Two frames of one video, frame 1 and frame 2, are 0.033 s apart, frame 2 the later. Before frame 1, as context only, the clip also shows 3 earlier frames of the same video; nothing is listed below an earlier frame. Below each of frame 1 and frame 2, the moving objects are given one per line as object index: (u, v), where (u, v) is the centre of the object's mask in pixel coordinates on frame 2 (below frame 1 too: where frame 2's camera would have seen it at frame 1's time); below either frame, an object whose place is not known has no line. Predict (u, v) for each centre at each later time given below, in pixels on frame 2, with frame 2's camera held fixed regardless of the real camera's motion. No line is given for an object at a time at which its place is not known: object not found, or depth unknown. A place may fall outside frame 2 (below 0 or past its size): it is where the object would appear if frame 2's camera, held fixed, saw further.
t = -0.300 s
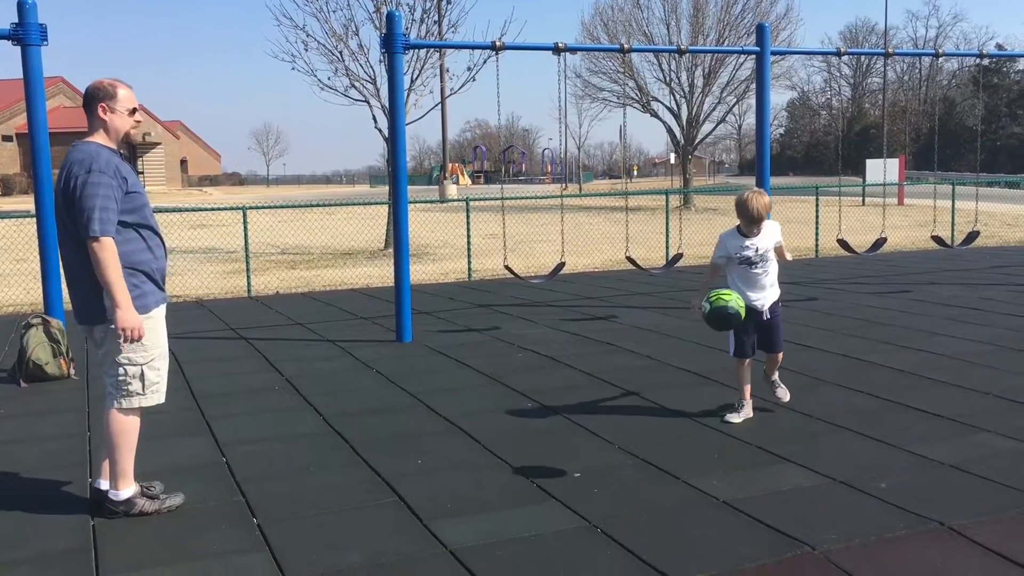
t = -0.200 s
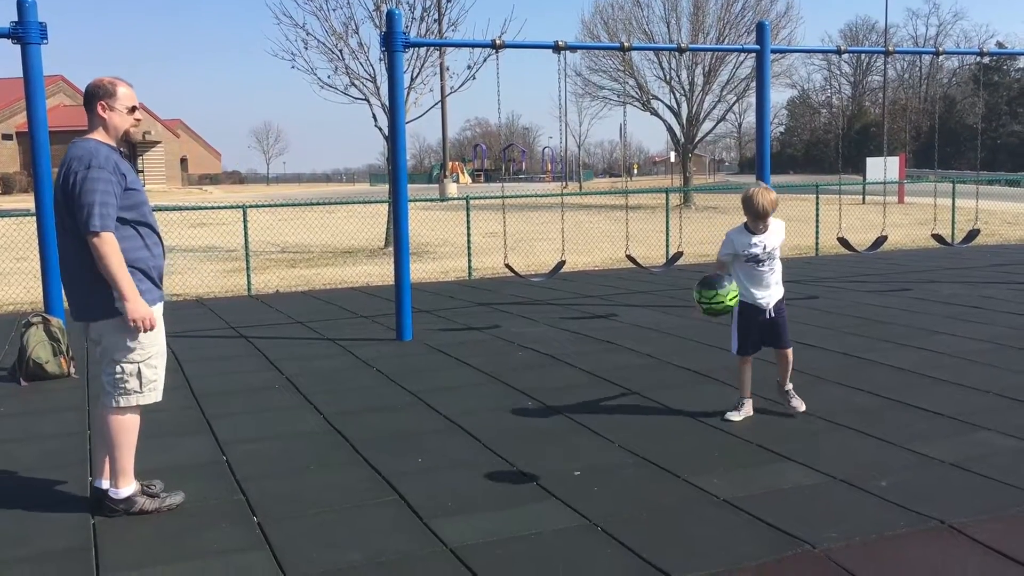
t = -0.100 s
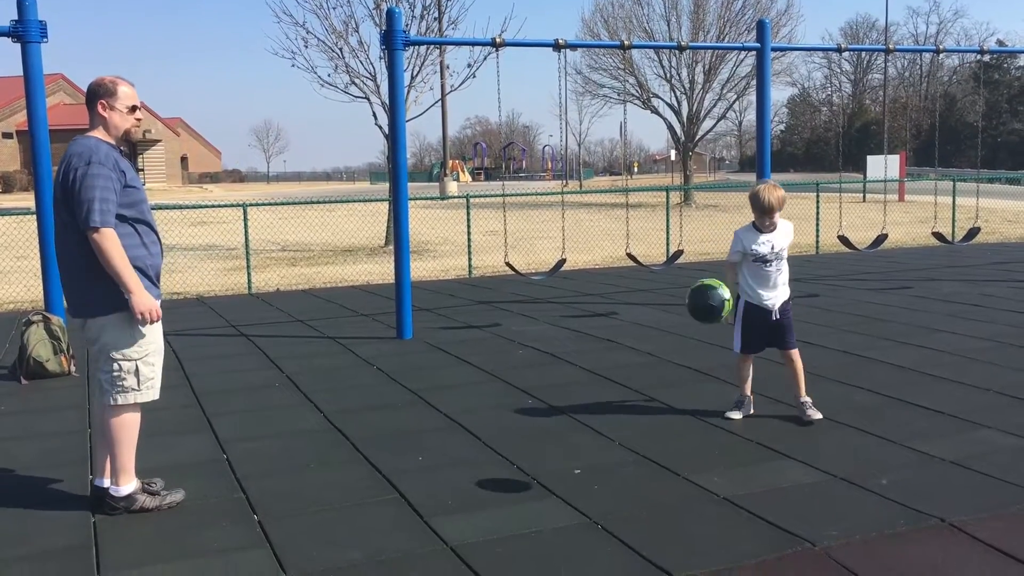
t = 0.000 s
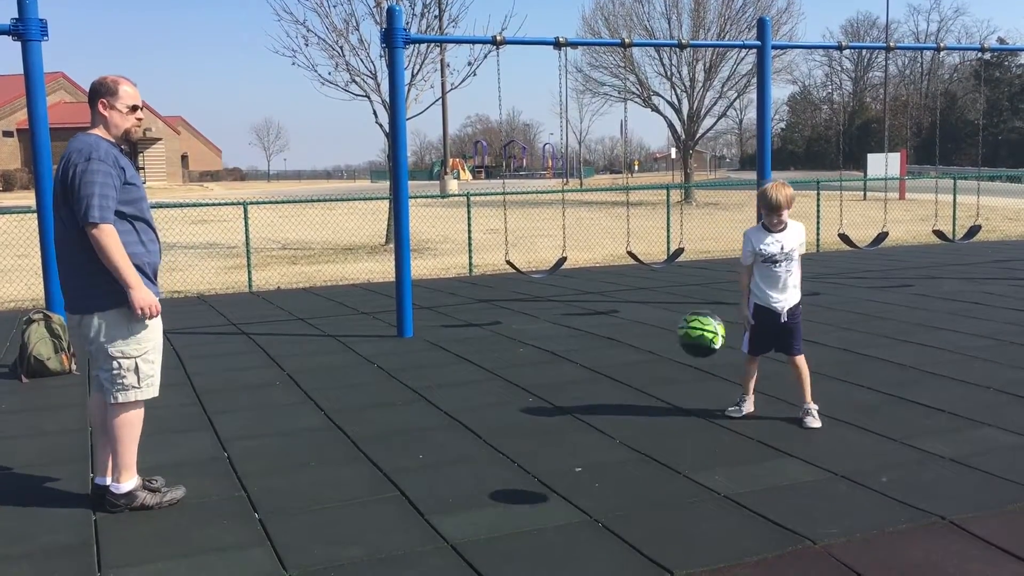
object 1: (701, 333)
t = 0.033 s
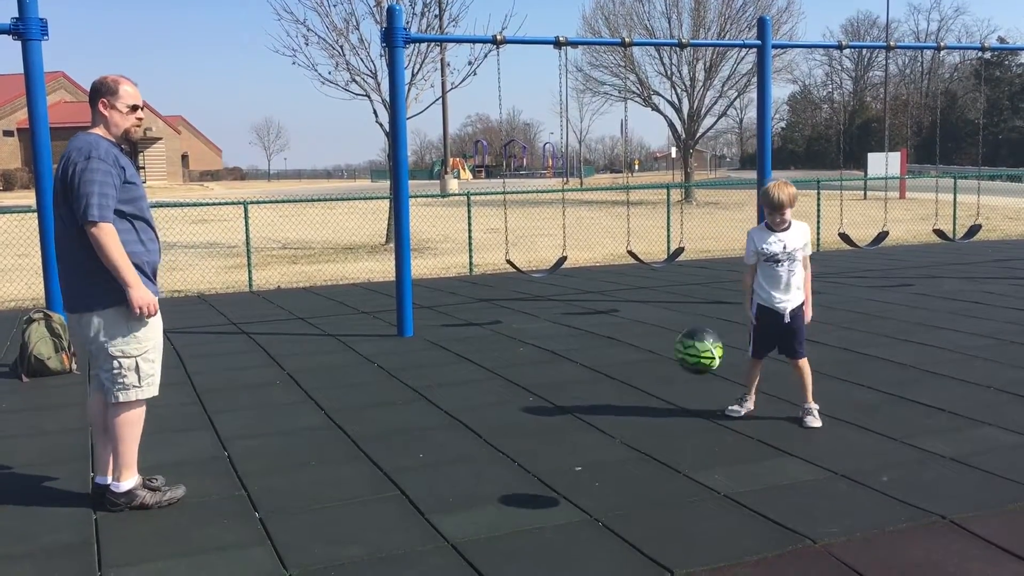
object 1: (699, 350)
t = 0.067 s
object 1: (696, 371)
